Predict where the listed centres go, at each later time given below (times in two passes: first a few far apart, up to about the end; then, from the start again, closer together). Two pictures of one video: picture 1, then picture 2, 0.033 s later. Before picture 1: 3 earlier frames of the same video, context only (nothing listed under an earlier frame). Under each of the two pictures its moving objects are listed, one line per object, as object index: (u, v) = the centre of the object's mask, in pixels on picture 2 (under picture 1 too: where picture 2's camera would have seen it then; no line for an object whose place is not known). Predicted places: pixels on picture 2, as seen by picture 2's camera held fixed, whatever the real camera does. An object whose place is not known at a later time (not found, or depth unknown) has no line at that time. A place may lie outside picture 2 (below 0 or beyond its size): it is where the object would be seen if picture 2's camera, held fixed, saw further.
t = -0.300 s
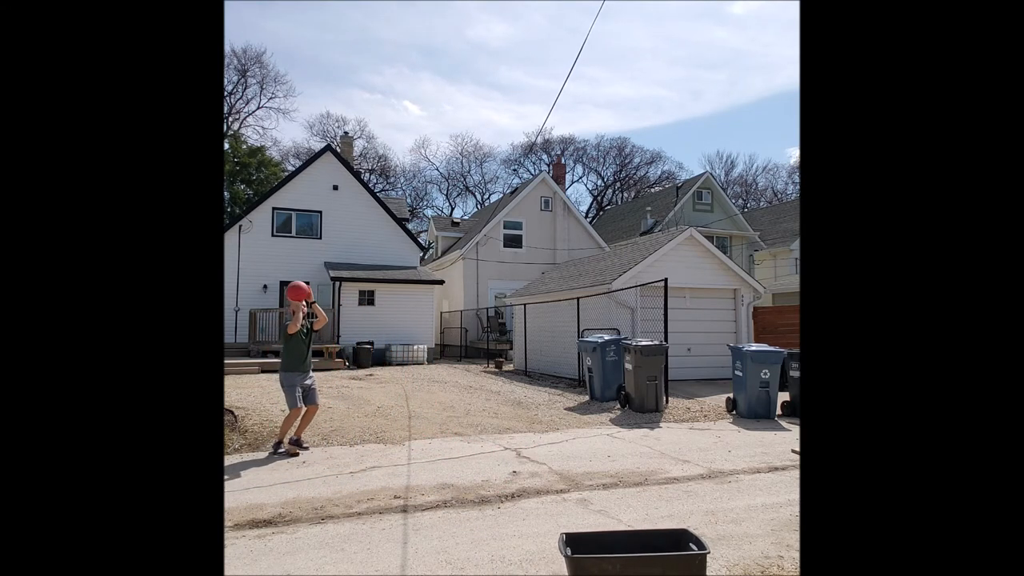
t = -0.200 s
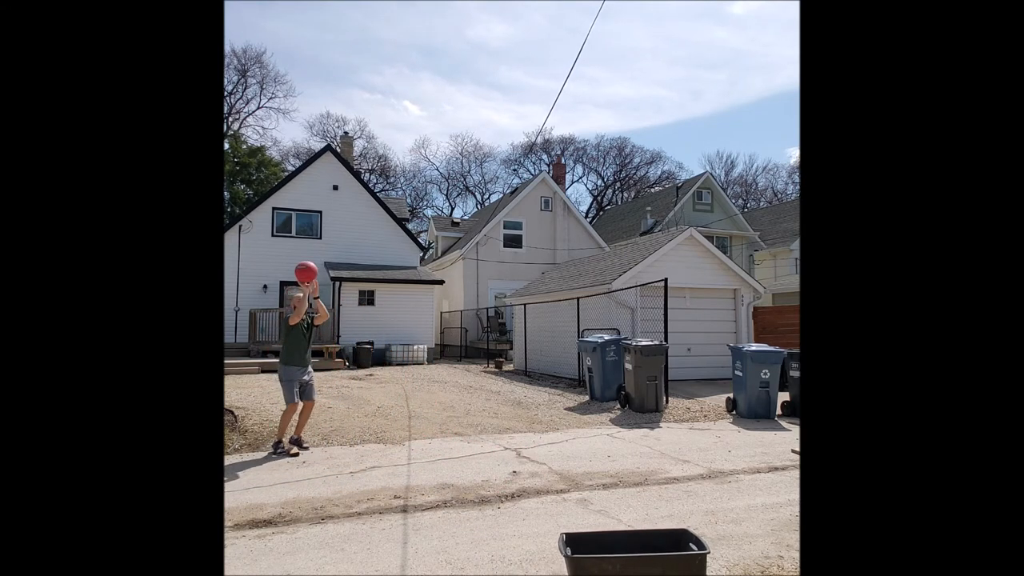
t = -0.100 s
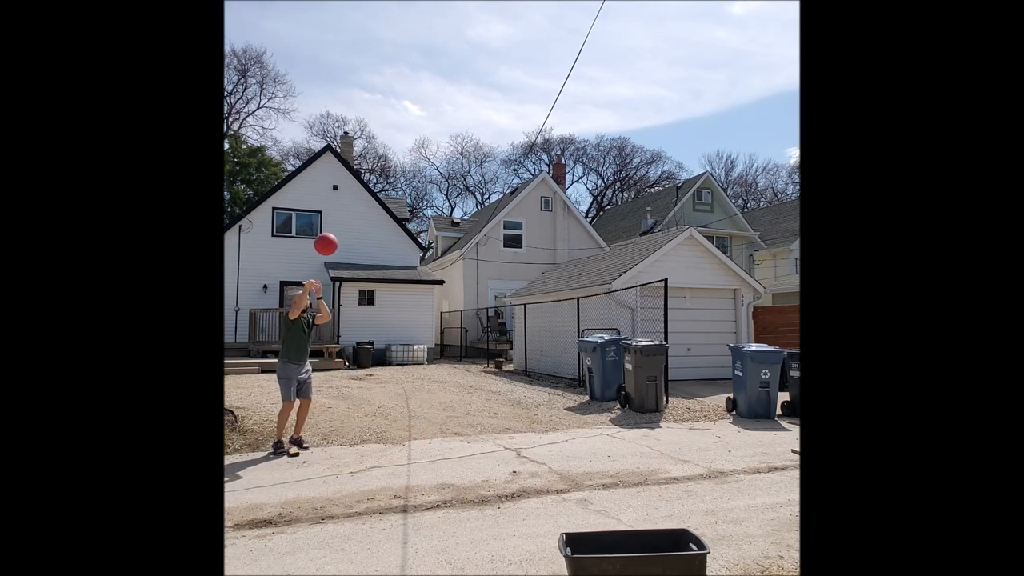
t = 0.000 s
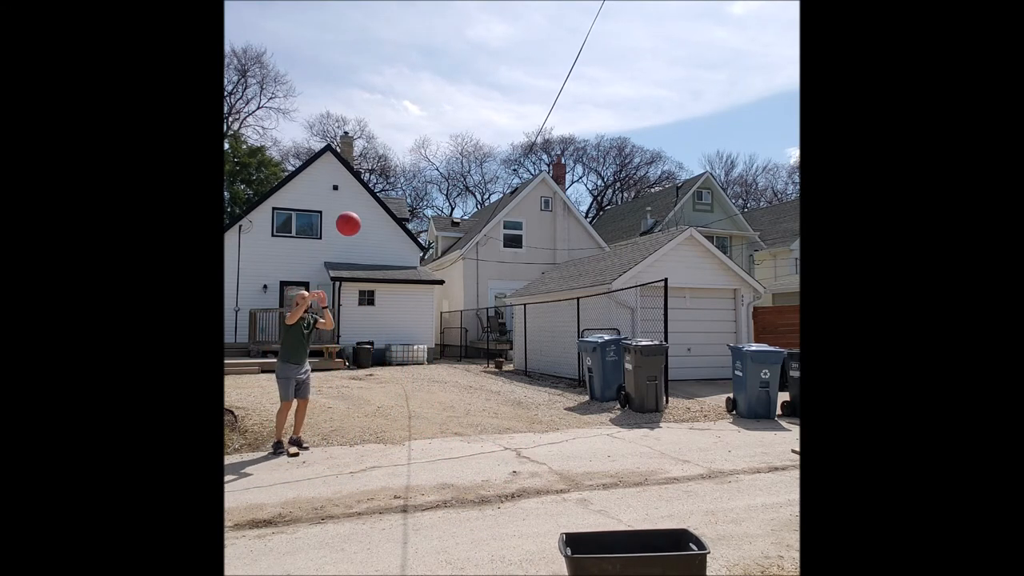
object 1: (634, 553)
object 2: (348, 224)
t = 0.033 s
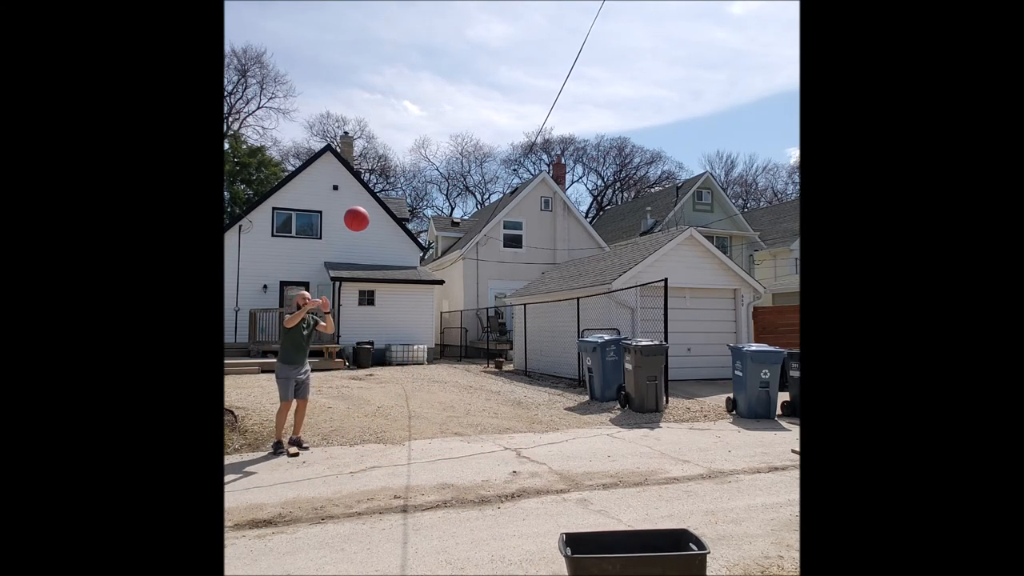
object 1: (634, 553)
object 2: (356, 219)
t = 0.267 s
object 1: (634, 553)
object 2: (426, 219)
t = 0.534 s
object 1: (634, 553)
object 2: (548, 335)
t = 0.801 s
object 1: (648, 546)
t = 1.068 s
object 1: (647, 554)
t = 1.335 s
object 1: (643, 552)
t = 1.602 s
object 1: (642, 552)
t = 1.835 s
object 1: (642, 552)
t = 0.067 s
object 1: (634, 553)
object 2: (365, 215)
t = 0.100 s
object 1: (634, 553)
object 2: (374, 212)
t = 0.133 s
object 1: (634, 553)
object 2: (383, 210)
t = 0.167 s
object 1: (634, 553)
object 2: (393, 210)
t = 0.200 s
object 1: (634, 553)
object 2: (404, 212)
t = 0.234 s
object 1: (634, 553)
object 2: (415, 214)
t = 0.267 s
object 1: (634, 553)
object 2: (426, 219)
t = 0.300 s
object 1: (634, 553)
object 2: (438, 225)
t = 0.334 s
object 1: (634, 553)
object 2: (451, 233)
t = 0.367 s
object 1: (634, 553)
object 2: (465, 243)
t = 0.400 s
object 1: (634, 553)
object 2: (479, 255)
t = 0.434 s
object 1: (634, 553)
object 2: (495, 270)
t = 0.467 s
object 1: (634, 553)
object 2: (511, 289)
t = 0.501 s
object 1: (634, 553)
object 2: (529, 310)
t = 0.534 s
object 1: (634, 553)
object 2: (548, 335)
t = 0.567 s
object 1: (634, 553)
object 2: (568, 364)
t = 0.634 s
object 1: (634, 553)
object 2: (615, 437)
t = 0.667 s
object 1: (634, 553)
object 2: (642, 483)
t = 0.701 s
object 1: (627, 556)
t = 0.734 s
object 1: (638, 551)
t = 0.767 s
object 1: (645, 547)
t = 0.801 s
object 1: (648, 546)
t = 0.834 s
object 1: (647, 546)
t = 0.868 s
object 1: (647, 547)
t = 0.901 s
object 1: (647, 549)
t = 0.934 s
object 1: (649, 554)
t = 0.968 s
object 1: (648, 554)
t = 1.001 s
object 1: (647, 554)
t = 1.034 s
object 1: (647, 554)
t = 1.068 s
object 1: (647, 554)
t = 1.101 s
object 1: (647, 554)
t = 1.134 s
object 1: (645, 553)
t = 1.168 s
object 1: (643, 553)
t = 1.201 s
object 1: (640, 553)
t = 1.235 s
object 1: (640, 552)
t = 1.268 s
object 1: (640, 552)
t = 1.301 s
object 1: (642, 552)
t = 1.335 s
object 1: (643, 552)
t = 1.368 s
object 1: (641, 552)
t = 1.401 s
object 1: (641, 552)
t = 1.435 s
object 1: (642, 552)
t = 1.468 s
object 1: (642, 552)
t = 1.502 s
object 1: (641, 552)
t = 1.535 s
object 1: (641, 552)
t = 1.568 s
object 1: (642, 552)
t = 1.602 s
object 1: (642, 552)
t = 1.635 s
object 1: (641, 552)
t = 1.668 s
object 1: (641, 552)
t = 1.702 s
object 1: (642, 552)
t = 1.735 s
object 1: (642, 552)
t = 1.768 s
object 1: (641, 552)
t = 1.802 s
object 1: (641, 552)
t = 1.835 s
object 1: (642, 552)
